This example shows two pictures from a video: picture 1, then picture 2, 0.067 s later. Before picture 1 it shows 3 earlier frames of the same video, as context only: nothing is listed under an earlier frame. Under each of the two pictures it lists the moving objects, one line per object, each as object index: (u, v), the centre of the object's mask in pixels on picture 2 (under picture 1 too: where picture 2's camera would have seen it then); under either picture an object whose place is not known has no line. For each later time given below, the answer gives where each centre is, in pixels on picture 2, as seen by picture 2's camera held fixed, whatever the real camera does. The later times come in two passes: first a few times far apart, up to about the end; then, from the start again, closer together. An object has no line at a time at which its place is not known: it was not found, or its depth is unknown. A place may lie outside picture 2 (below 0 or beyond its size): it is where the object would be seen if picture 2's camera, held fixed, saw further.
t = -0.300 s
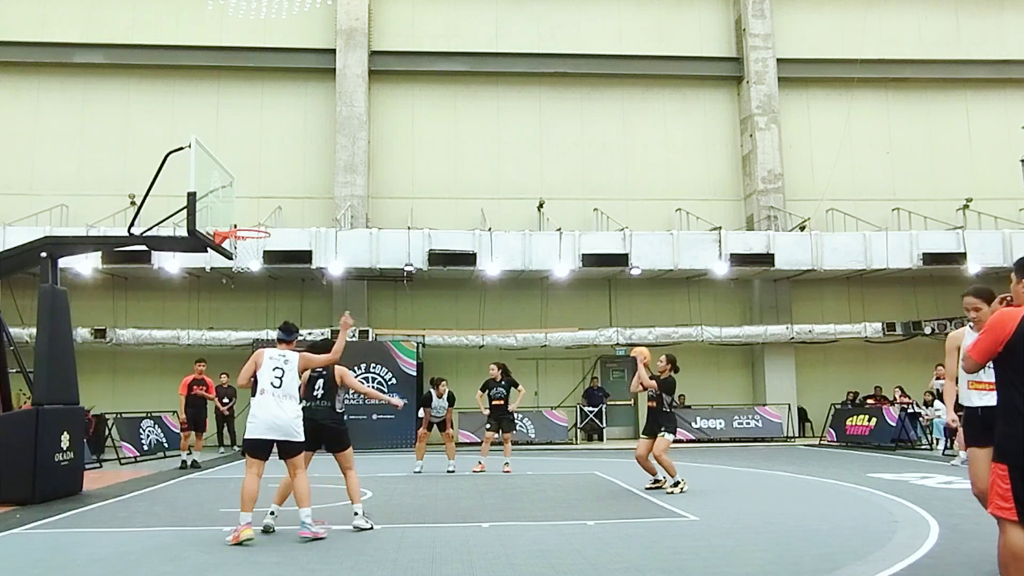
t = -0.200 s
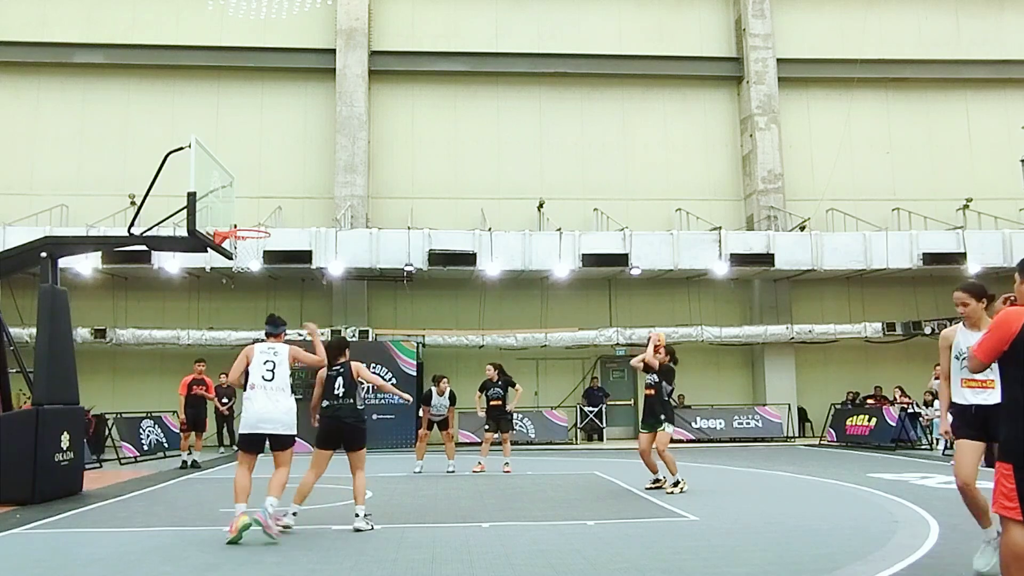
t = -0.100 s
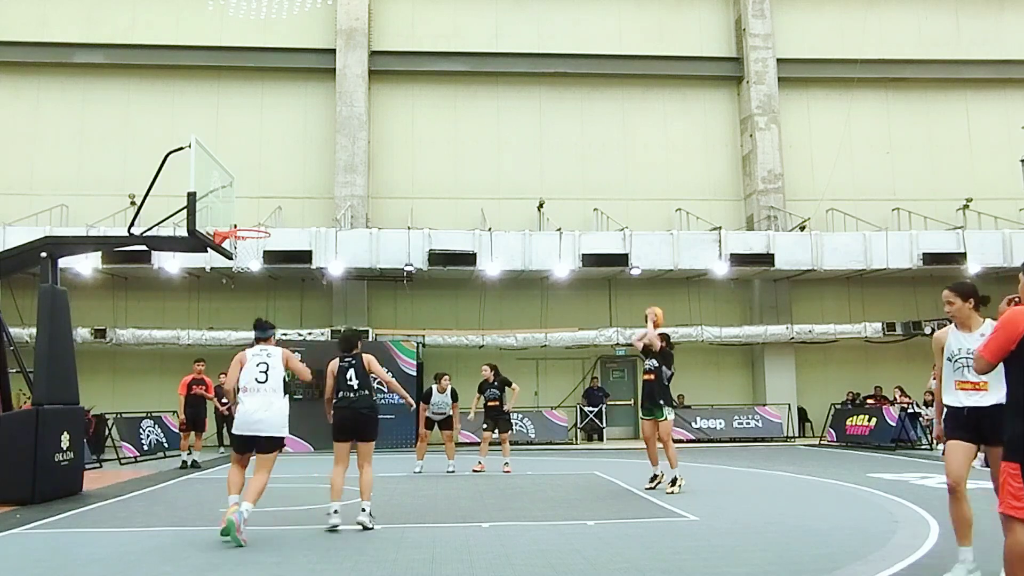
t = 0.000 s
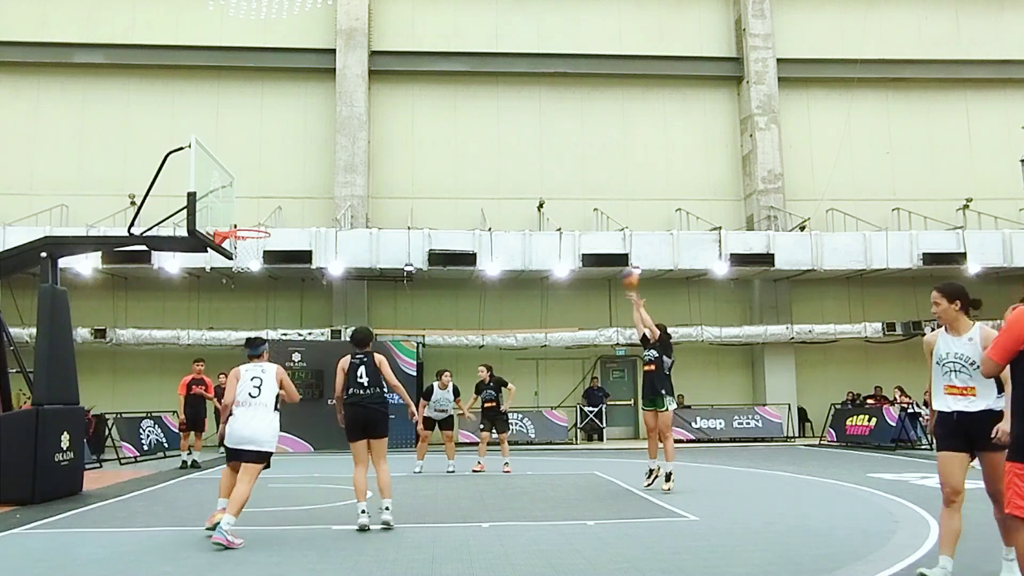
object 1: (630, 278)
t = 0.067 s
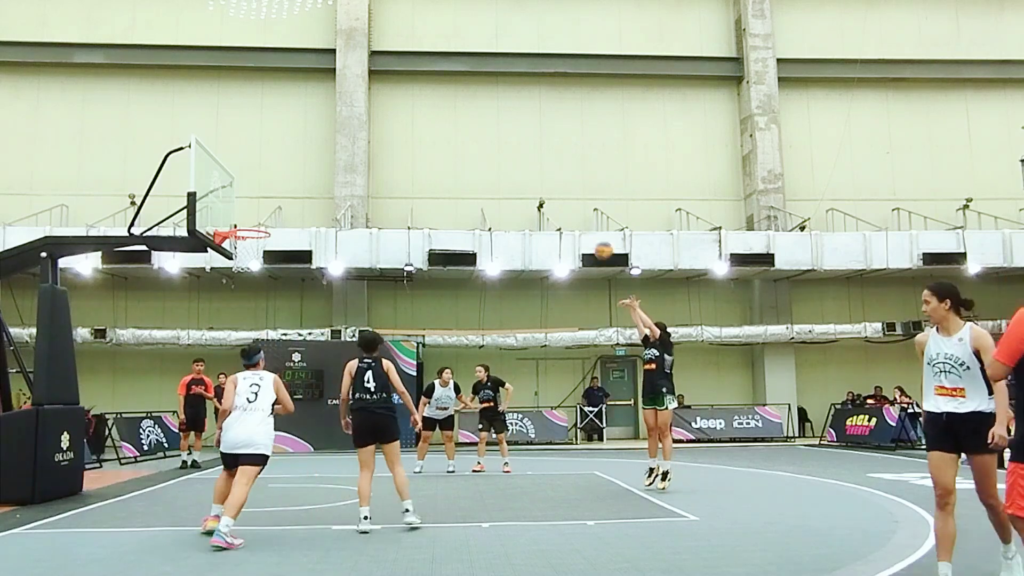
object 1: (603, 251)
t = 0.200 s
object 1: (554, 207)
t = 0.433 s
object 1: (469, 166)
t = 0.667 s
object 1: (387, 164)
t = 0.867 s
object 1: (315, 197)
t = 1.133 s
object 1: (324, 209)
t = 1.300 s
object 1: (376, 209)
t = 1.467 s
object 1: (429, 232)
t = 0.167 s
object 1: (567, 217)
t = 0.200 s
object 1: (554, 207)
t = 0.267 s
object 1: (530, 191)
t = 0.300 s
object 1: (517, 185)
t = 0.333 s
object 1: (506, 179)
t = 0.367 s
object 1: (494, 174)
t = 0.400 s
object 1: (482, 169)
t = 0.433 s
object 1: (469, 166)
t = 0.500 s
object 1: (446, 161)
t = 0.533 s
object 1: (434, 160)
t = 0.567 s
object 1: (422, 160)
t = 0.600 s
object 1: (410, 160)
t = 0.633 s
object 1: (398, 162)
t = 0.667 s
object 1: (387, 164)
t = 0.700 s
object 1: (374, 168)
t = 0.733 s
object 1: (363, 171)
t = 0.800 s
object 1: (338, 182)
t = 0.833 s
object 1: (326, 189)
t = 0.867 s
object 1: (315, 197)
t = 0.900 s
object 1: (302, 206)
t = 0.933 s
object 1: (289, 215)
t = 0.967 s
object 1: (277, 225)
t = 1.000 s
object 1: (281, 225)
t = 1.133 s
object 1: (324, 209)
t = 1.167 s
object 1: (334, 207)
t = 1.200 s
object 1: (344, 206)
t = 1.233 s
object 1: (355, 206)
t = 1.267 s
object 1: (366, 207)
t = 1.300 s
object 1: (376, 209)
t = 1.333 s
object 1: (387, 212)
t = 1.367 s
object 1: (398, 215)
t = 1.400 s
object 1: (408, 220)
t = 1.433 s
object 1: (418, 225)
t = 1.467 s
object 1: (429, 232)
